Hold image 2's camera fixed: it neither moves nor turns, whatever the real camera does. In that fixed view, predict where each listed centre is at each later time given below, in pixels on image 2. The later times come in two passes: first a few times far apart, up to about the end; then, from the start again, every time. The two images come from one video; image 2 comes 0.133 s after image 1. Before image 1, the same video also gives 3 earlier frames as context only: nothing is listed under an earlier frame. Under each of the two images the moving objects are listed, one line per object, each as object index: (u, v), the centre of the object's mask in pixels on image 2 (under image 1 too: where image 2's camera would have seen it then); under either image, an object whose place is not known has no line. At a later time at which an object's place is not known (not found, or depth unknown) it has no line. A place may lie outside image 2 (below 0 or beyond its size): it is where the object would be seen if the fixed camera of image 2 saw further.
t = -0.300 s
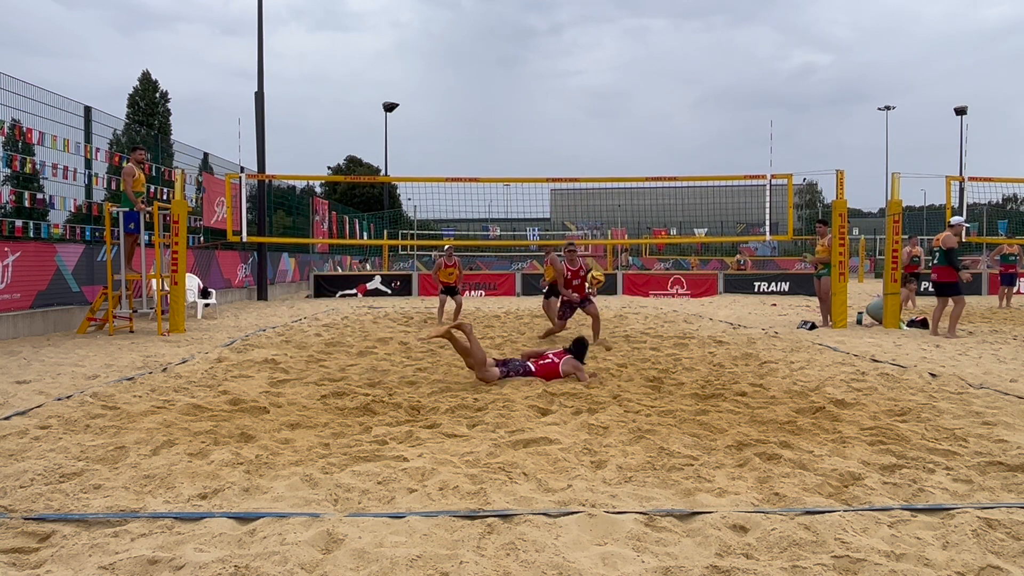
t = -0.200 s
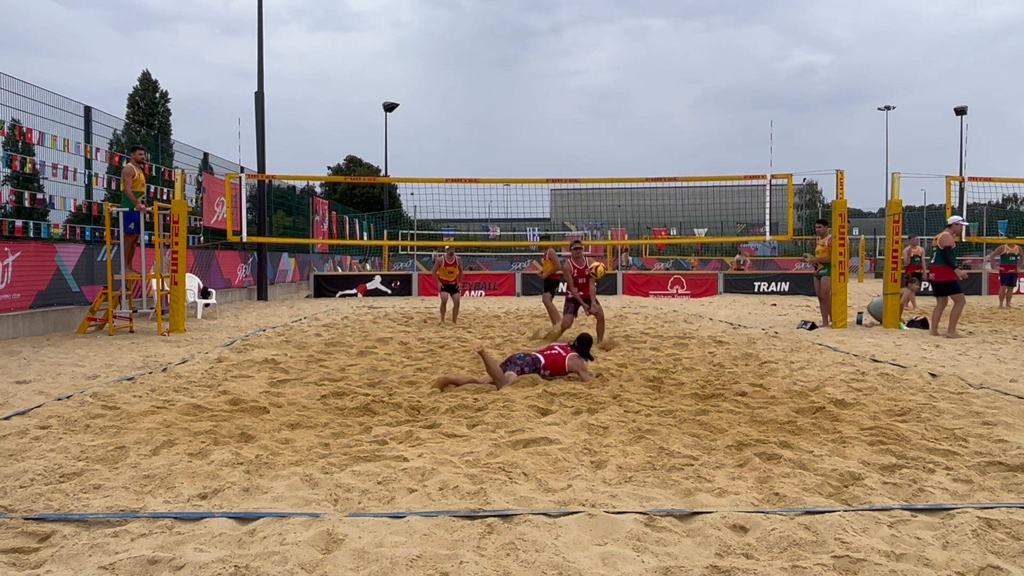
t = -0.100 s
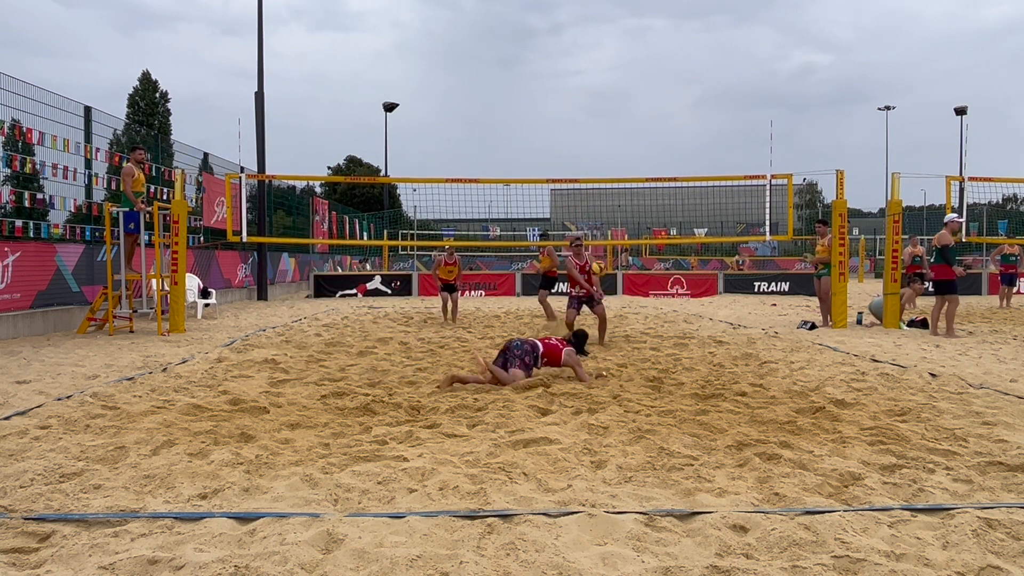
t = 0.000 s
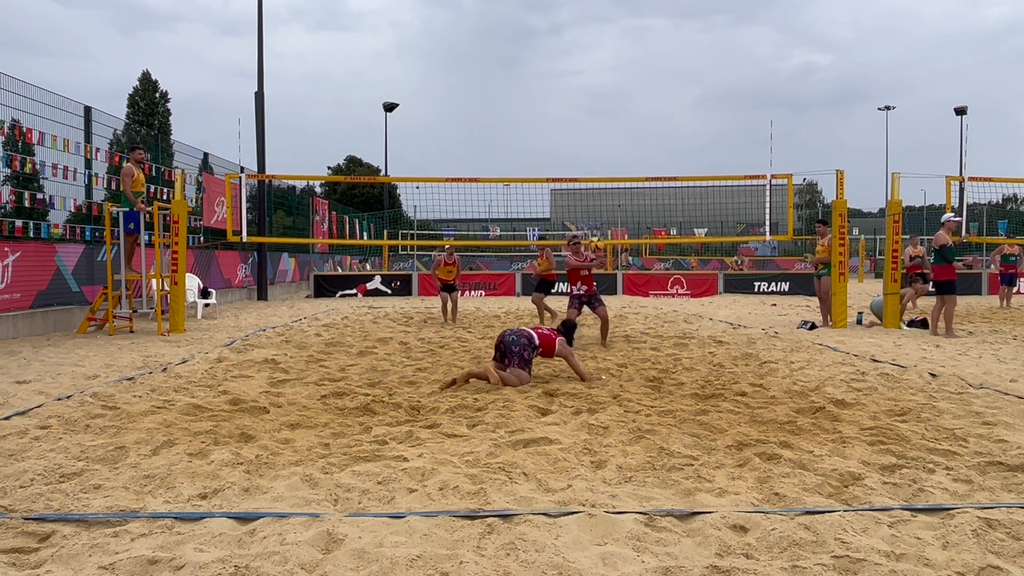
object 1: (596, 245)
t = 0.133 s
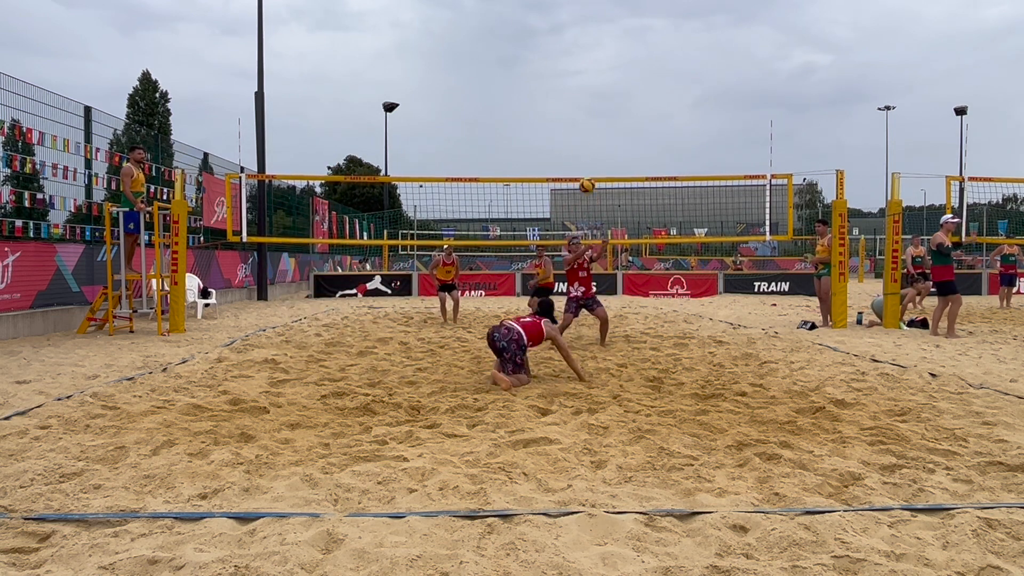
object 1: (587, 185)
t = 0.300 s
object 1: (575, 129)
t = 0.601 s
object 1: (552, 77)
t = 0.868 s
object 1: (531, 88)
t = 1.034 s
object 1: (516, 124)
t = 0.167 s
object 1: (585, 173)
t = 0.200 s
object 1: (582, 161)
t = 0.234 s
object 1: (580, 149)
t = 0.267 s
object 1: (578, 138)
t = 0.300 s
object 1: (575, 129)
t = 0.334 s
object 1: (573, 119)
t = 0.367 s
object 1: (570, 111)
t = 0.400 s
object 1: (568, 104)
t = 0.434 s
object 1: (566, 98)
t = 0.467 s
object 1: (563, 92)
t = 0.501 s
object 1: (560, 87)
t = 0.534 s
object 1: (558, 82)
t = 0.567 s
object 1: (555, 79)
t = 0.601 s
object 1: (552, 77)
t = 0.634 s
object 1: (550, 75)
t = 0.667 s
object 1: (547, 74)
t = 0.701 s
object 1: (544, 74)
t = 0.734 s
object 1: (542, 76)
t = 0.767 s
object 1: (539, 77)
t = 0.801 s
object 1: (536, 80)
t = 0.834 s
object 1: (533, 84)
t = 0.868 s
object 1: (531, 88)
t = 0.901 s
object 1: (528, 93)
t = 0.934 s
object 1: (525, 100)
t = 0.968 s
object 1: (522, 107)
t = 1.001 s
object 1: (519, 115)
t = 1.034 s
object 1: (516, 124)
